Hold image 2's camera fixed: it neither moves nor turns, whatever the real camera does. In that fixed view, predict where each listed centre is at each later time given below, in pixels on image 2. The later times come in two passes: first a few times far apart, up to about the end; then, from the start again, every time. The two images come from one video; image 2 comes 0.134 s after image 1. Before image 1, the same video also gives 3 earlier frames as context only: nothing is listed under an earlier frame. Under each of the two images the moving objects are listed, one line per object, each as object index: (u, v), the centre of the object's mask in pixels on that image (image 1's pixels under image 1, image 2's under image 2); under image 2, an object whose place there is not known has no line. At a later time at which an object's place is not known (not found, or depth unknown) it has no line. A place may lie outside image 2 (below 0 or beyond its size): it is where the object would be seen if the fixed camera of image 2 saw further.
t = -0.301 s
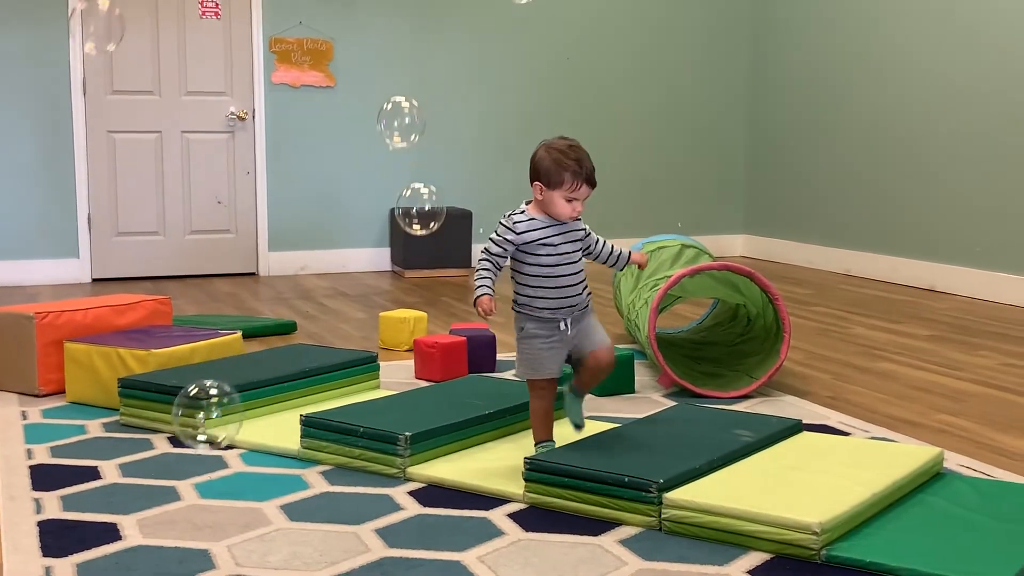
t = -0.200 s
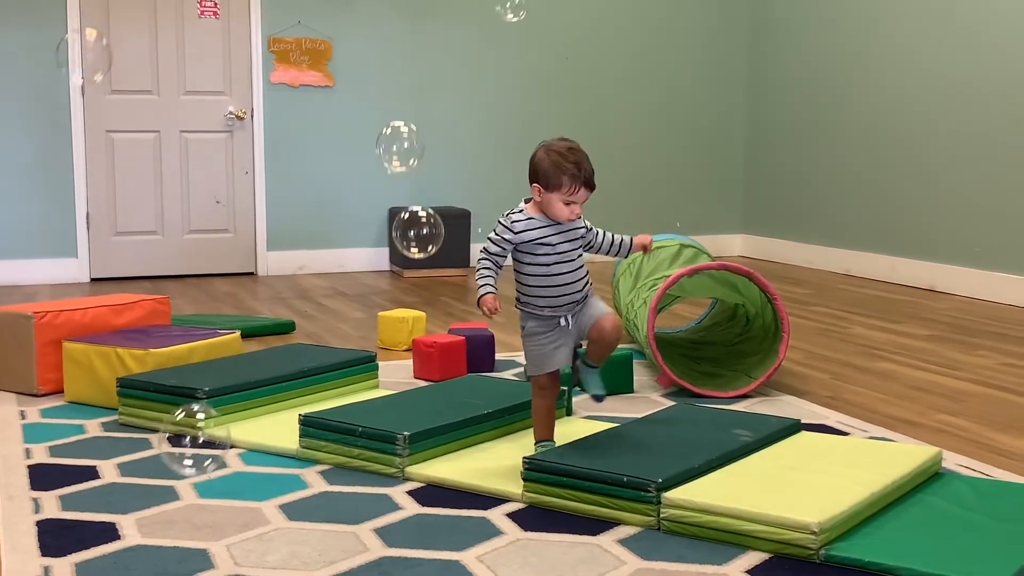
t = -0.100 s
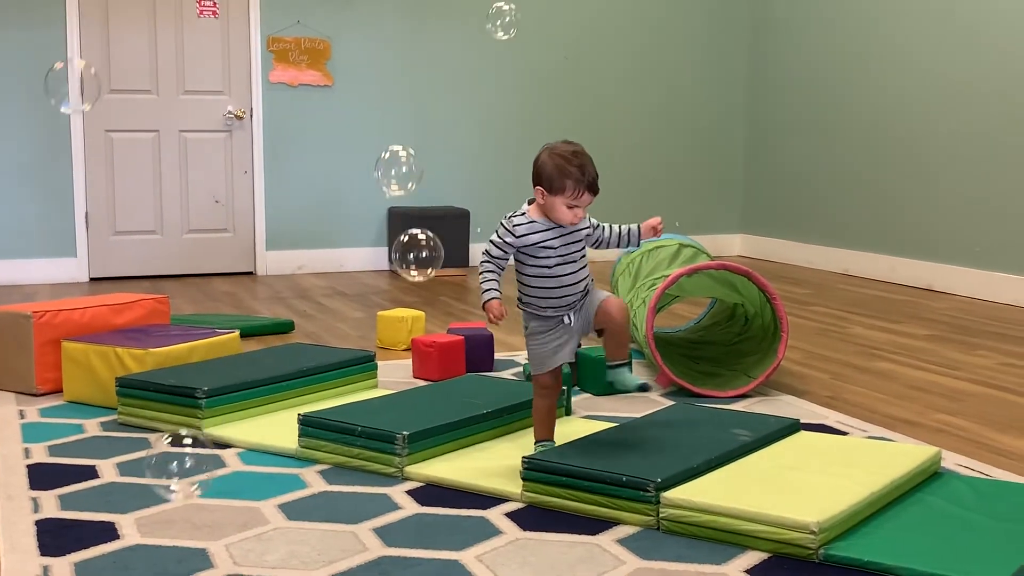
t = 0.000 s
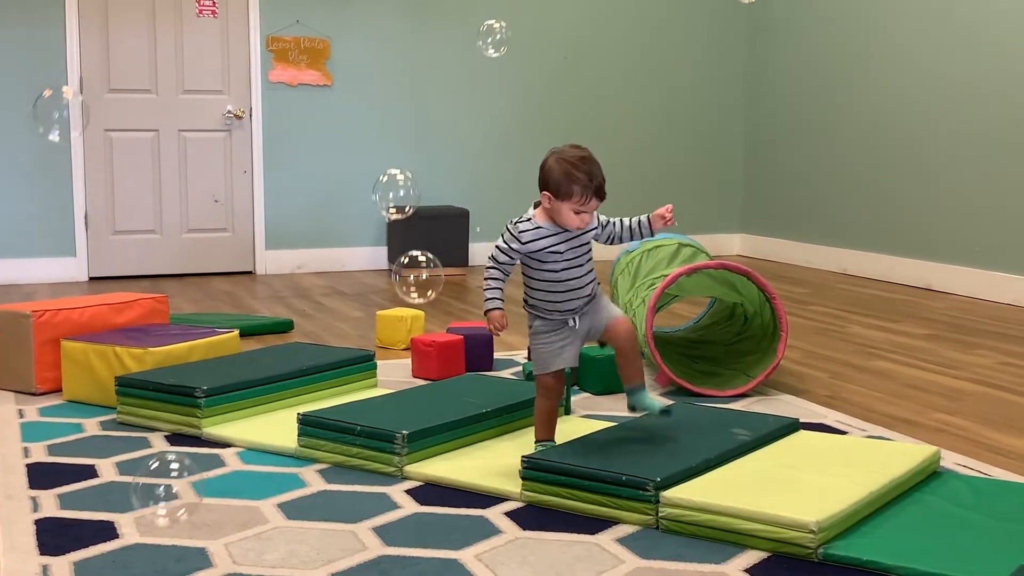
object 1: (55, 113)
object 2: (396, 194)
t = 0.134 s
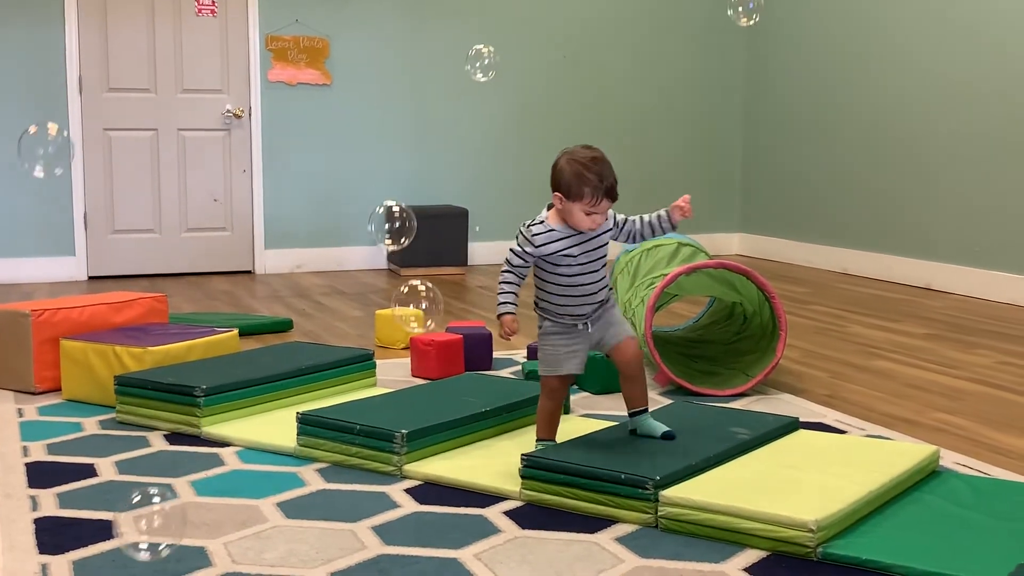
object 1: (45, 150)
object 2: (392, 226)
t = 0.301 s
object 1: (29, 197)
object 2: (385, 266)
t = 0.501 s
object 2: (369, 316)
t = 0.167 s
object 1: (42, 159)
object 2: (392, 232)
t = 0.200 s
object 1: (39, 168)
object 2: (389, 242)
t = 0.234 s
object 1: (36, 178)
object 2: (388, 250)
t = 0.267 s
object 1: (33, 188)
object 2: (387, 259)
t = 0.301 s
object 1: (29, 197)
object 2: (385, 266)
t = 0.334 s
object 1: (28, 207)
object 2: (383, 276)
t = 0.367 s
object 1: (26, 217)
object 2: (381, 284)
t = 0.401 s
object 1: (24, 227)
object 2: (379, 291)
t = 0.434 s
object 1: (23, 236)
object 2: (376, 298)
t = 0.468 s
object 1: (22, 247)
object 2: (373, 307)
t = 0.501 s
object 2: (369, 316)
